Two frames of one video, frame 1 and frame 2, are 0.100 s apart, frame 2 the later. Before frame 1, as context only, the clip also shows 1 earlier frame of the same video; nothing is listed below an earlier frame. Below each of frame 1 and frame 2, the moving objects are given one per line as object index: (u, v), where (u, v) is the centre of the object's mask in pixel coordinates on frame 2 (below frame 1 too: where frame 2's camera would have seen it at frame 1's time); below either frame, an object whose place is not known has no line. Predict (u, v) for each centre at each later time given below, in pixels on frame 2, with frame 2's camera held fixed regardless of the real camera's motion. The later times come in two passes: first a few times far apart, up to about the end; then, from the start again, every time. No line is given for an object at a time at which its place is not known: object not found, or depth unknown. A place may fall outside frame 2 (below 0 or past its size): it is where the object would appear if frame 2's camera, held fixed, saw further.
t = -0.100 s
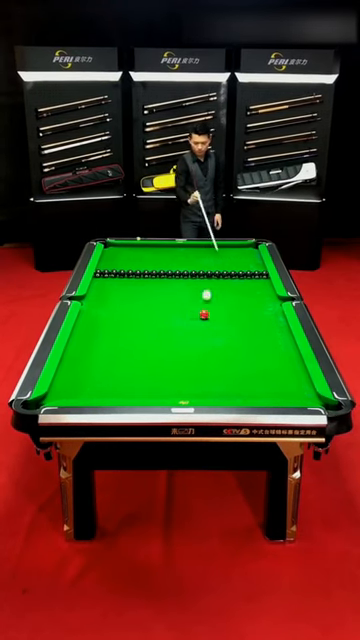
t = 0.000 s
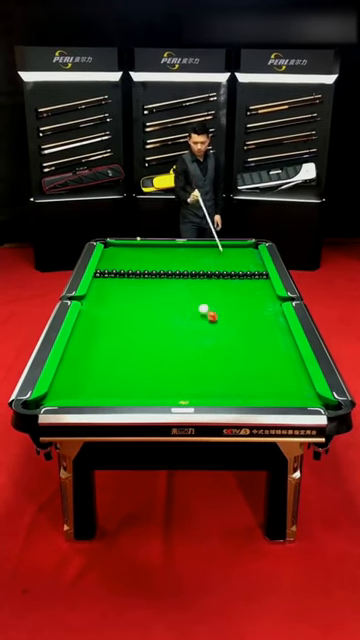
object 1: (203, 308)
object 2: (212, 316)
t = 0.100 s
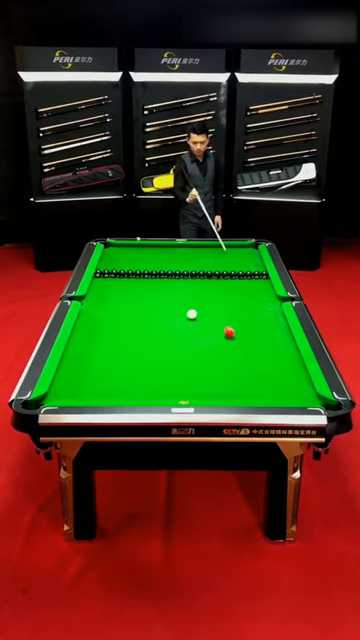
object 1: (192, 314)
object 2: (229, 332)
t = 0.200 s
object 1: (181, 316)
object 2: (247, 348)
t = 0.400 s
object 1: (161, 320)
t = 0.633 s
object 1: (139, 324)
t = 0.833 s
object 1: (119, 328)
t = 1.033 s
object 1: (99, 331)
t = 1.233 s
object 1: (80, 335)
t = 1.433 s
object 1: (82, 338)
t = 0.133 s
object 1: (188, 315)
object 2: (235, 337)
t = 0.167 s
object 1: (185, 315)
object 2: (241, 343)
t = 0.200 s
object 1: (181, 316)
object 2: (247, 348)
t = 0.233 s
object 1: (178, 317)
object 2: (253, 354)
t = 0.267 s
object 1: (175, 317)
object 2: (260, 359)
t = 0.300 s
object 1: (171, 318)
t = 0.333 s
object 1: (168, 319)
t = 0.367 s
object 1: (165, 319)
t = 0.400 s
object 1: (161, 320)
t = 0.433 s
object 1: (158, 321)
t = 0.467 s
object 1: (155, 321)
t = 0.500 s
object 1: (151, 322)
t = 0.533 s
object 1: (148, 322)
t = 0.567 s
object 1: (145, 323)
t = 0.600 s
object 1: (142, 324)
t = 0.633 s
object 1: (139, 324)
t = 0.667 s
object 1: (135, 325)
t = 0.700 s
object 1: (132, 325)
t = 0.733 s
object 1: (129, 326)
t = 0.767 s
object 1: (125, 327)
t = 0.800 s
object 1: (122, 327)
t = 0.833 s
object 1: (119, 328)
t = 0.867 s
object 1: (116, 328)
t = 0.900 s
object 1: (112, 329)
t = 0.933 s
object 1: (109, 329)
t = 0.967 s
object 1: (106, 330)
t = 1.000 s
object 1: (102, 331)
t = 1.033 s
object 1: (99, 331)
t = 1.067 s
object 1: (96, 332)
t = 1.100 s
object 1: (93, 332)
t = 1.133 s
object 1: (89, 333)
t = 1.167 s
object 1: (86, 333)
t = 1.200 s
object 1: (83, 334)
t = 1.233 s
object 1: (80, 335)
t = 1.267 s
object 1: (77, 335)
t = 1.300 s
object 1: (75, 336)
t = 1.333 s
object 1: (76, 336)
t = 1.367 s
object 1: (78, 337)
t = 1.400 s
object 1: (80, 337)
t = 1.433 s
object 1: (82, 338)
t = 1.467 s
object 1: (84, 338)
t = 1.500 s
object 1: (85, 339)
